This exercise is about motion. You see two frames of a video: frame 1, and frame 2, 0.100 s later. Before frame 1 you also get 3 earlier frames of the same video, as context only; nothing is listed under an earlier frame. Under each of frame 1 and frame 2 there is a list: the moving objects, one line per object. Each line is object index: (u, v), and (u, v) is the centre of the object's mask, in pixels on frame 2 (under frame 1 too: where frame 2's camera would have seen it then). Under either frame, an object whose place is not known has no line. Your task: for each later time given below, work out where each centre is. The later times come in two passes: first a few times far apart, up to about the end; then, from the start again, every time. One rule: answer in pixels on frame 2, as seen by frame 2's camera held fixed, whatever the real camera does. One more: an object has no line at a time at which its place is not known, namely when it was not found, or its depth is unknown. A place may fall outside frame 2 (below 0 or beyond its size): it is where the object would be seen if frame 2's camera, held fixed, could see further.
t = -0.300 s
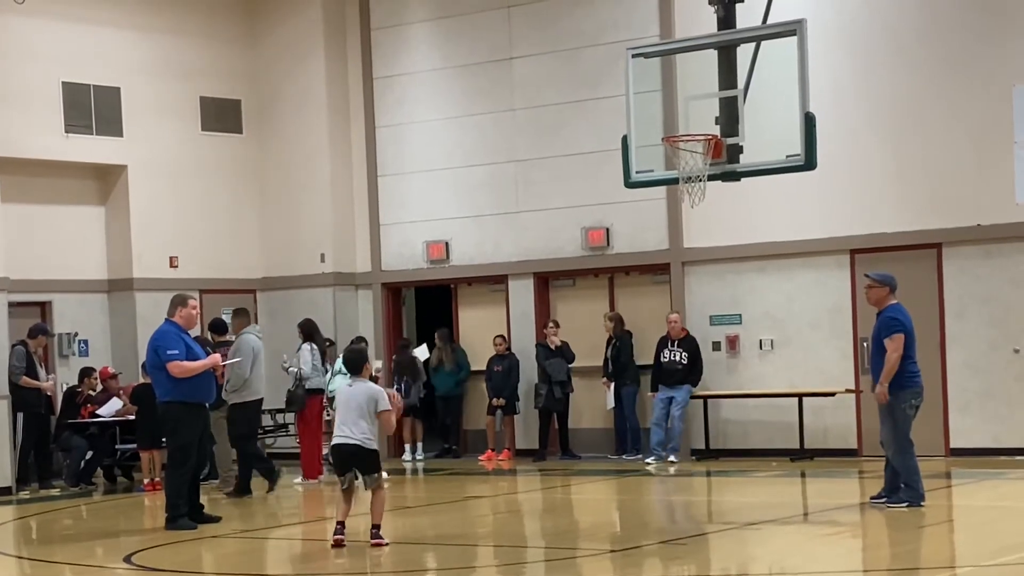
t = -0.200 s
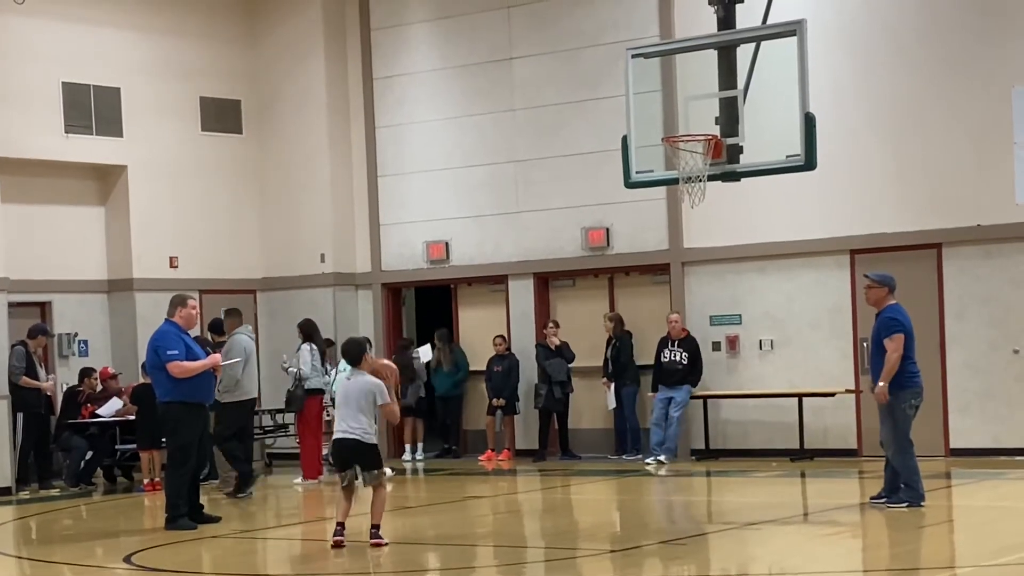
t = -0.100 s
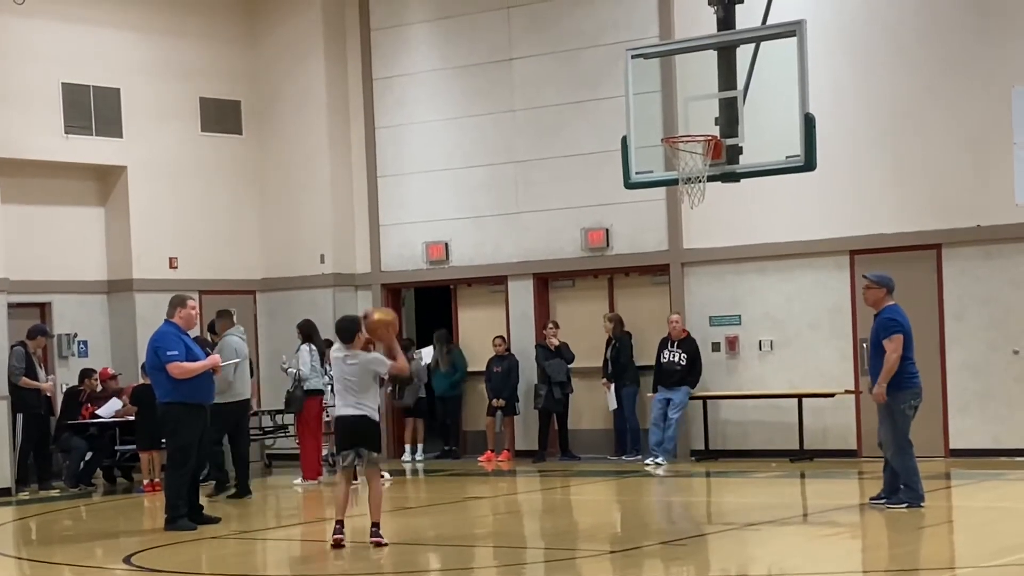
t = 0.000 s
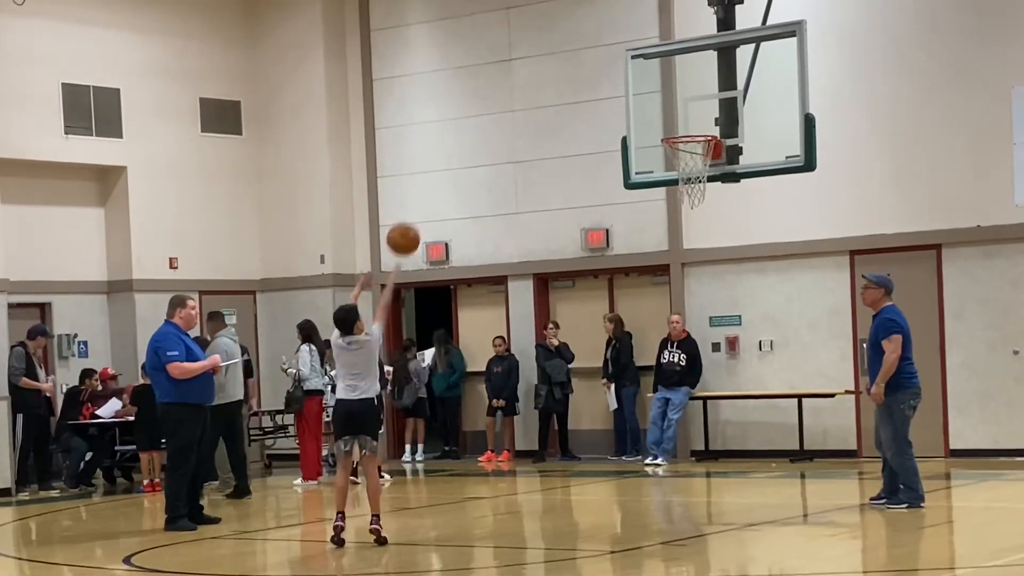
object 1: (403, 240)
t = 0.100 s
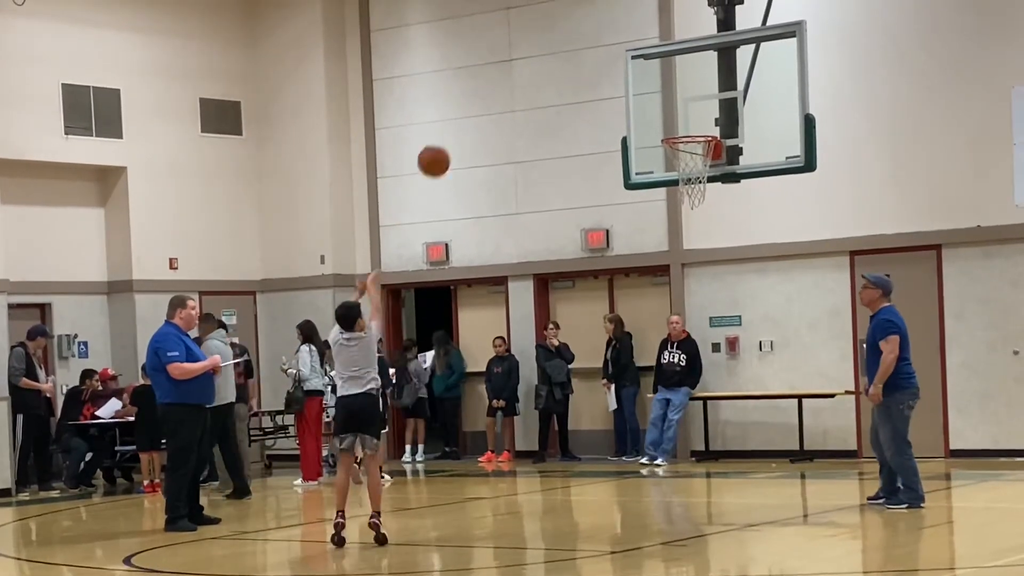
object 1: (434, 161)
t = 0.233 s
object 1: (472, 82)
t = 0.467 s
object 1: (536, 9)
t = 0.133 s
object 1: (444, 138)
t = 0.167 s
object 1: (453, 118)
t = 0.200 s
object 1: (463, 99)
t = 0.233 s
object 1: (472, 82)
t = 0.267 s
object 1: (482, 66)
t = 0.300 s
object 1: (491, 53)
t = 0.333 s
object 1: (500, 40)
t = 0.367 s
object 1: (509, 30)
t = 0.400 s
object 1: (518, 20)
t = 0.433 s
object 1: (527, 13)
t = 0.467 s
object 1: (536, 9)
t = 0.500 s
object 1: (545, 7)
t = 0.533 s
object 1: (553, 6)
